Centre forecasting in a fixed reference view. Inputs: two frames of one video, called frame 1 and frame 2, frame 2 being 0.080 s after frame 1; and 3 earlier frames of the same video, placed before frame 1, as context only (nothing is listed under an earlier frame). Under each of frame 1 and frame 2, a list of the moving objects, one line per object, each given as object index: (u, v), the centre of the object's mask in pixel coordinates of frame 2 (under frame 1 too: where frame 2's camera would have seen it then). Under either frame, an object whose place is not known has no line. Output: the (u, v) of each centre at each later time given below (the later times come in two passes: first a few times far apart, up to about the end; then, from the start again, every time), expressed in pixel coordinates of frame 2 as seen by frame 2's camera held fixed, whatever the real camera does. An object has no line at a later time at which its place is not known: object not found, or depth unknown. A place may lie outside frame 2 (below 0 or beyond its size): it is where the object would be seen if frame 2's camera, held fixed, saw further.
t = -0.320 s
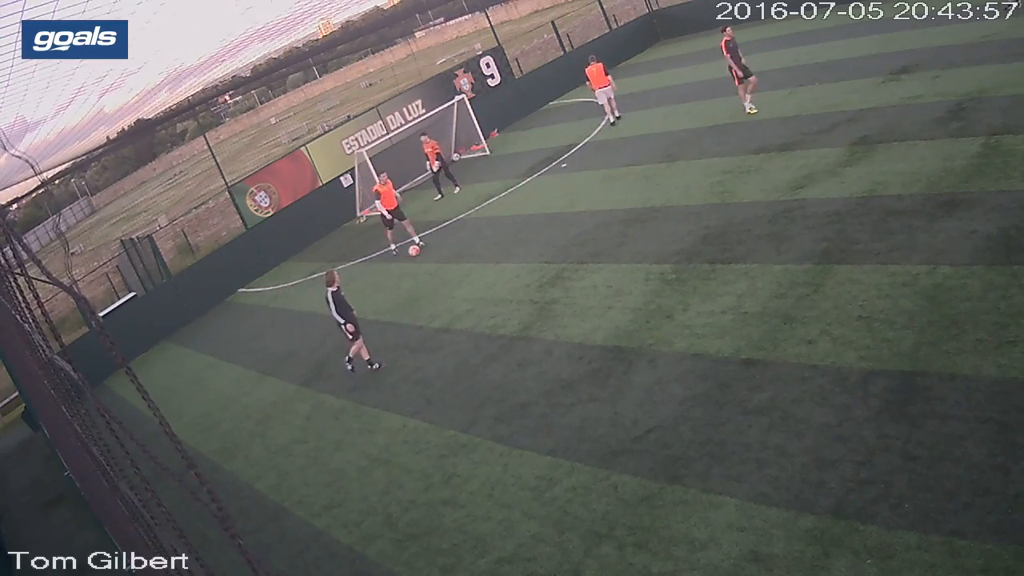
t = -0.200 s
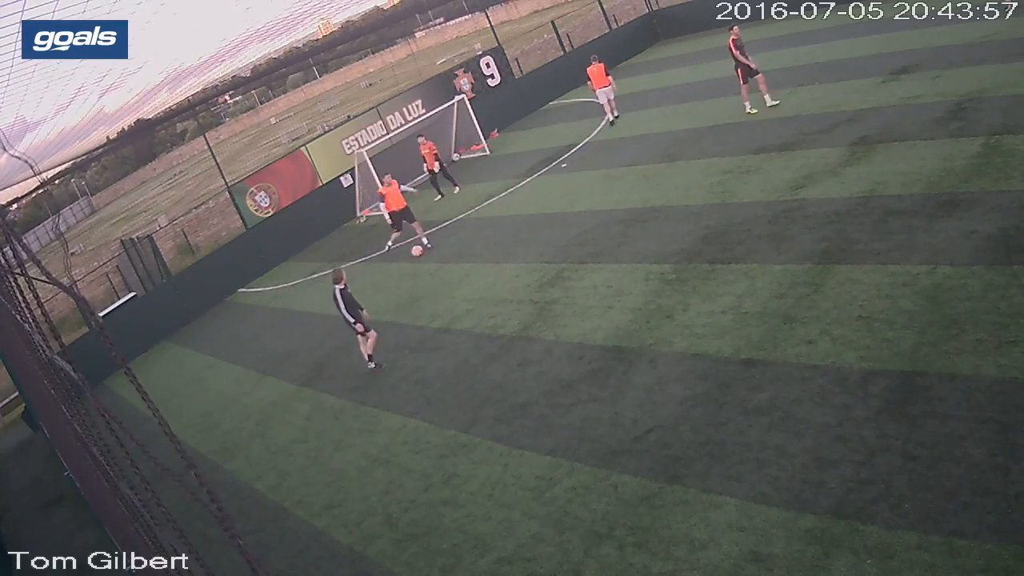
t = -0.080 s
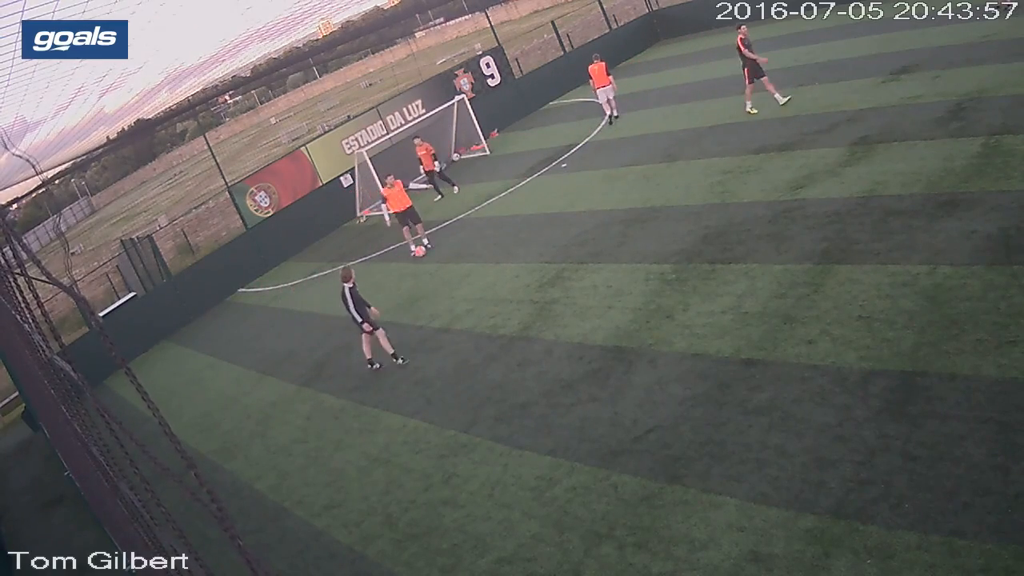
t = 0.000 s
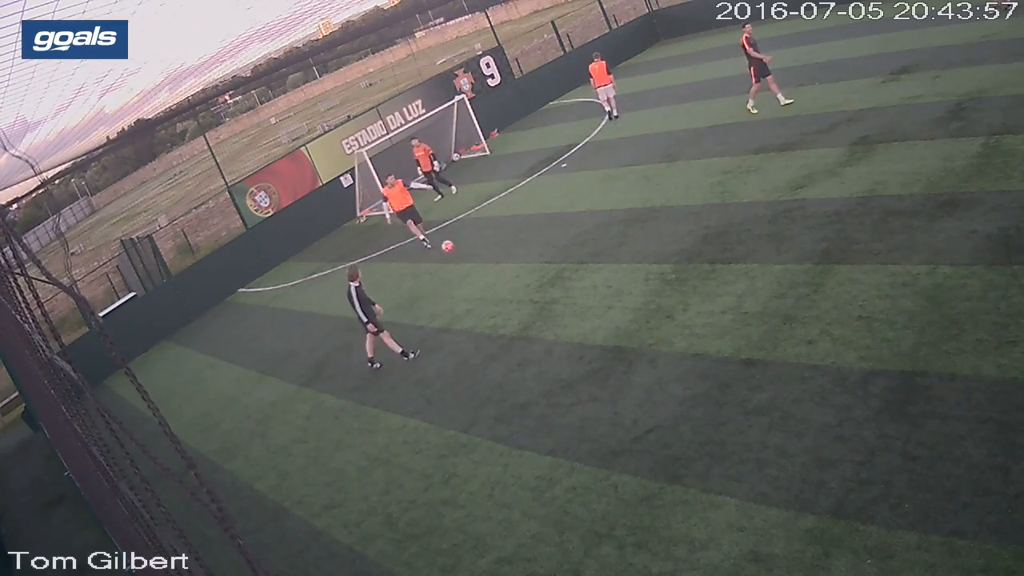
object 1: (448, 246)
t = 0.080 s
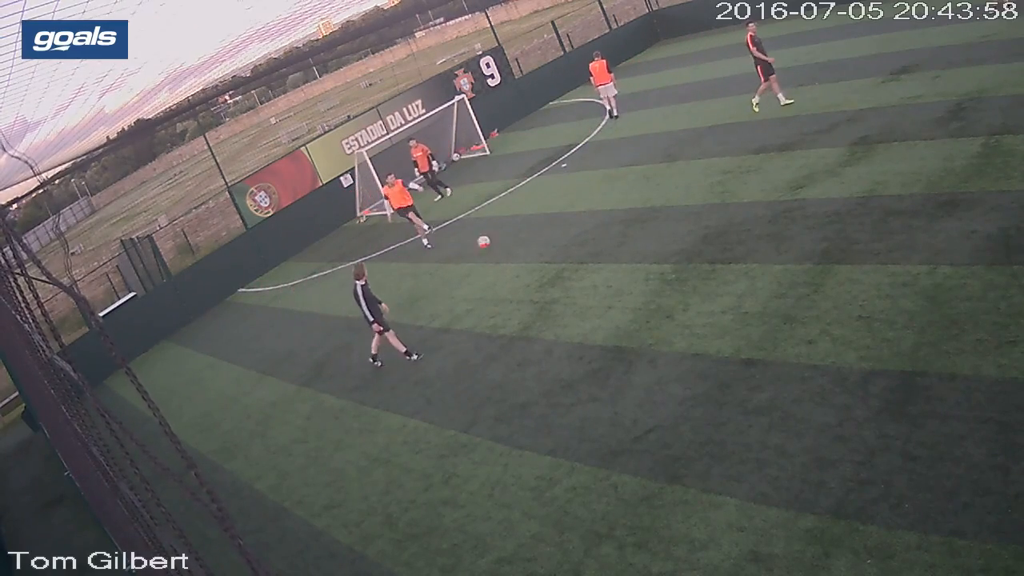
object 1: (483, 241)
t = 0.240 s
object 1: (561, 234)
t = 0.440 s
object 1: (661, 224)
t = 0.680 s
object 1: (778, 212)
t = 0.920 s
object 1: (888, 197)
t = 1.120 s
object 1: (978, 188)
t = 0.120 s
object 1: (503, 241)
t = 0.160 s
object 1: (523, 240)
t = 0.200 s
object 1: (542, 237)
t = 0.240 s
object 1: (561, 234)
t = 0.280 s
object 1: (581, 233)
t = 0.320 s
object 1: (602, 231)
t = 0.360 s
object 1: (621, 228)
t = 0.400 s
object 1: (641, 226)
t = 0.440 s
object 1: (661, 224)
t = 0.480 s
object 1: (681, 222)
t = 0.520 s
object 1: (701, 220)
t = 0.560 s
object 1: (721, 219)
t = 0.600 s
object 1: (740, 215)
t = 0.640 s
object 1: (759, 213)
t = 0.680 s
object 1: (778, 212)
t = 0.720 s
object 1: (796, 208)
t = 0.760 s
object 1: (815, 207)
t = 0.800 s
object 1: (834, 206)
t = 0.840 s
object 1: (852, 203)
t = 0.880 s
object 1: (869, 199)
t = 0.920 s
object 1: (888, 197)
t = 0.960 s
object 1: (906, 196)
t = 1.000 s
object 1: (924, 194)
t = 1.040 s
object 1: (942, 191)
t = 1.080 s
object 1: (960, 190)
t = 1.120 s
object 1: (978, 188)
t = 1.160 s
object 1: (996, 186)
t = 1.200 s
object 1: (1013, 183)
